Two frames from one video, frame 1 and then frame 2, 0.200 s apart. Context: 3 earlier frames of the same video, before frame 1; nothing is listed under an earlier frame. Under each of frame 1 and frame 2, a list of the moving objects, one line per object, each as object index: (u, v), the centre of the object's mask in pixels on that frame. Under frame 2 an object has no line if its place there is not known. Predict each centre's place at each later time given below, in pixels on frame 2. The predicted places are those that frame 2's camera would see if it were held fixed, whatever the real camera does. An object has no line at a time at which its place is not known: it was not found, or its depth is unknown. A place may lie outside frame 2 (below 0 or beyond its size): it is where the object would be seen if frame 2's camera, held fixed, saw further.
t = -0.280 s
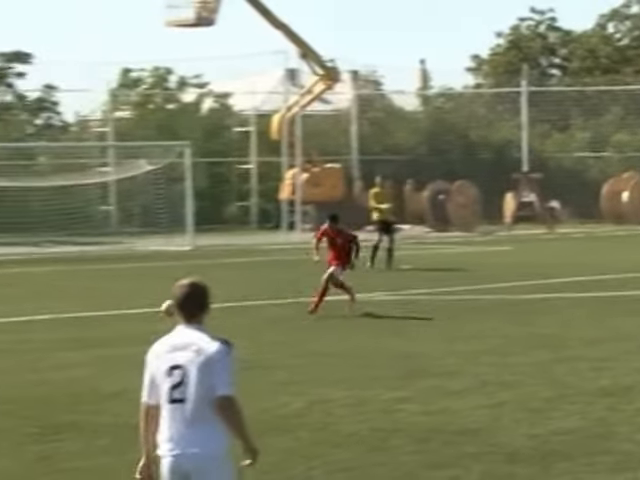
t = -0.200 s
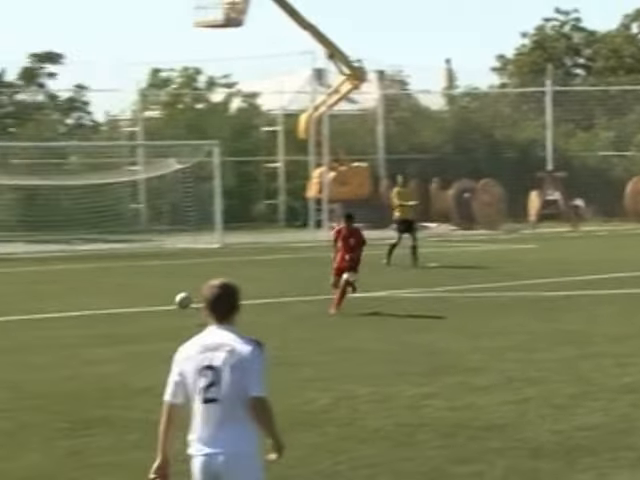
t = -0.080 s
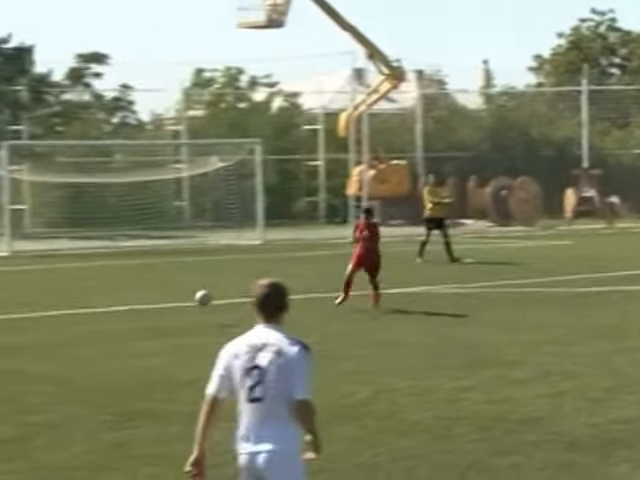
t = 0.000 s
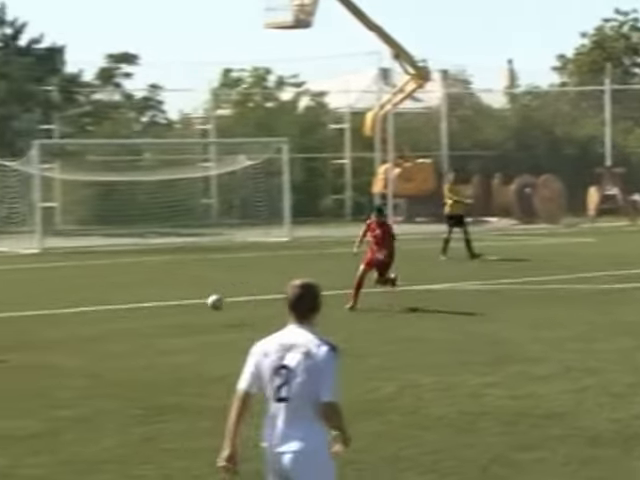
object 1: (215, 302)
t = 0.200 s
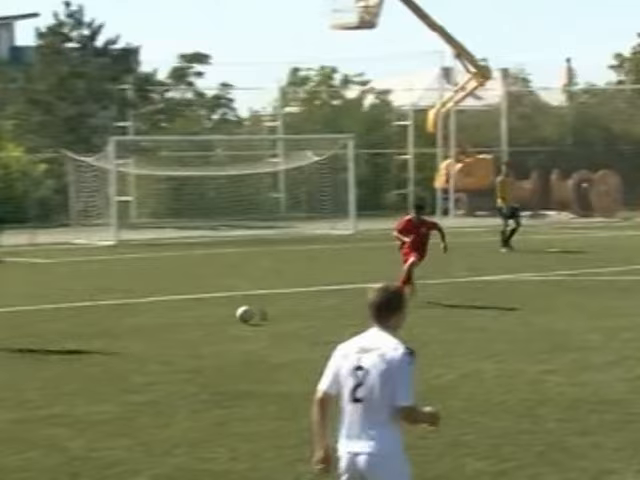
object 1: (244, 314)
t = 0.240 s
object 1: (237, 316)
